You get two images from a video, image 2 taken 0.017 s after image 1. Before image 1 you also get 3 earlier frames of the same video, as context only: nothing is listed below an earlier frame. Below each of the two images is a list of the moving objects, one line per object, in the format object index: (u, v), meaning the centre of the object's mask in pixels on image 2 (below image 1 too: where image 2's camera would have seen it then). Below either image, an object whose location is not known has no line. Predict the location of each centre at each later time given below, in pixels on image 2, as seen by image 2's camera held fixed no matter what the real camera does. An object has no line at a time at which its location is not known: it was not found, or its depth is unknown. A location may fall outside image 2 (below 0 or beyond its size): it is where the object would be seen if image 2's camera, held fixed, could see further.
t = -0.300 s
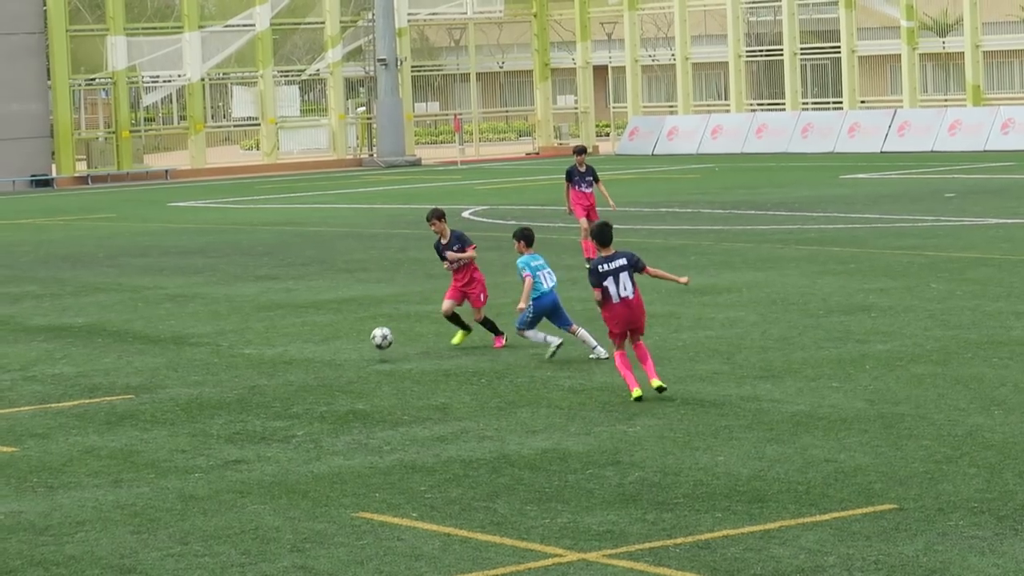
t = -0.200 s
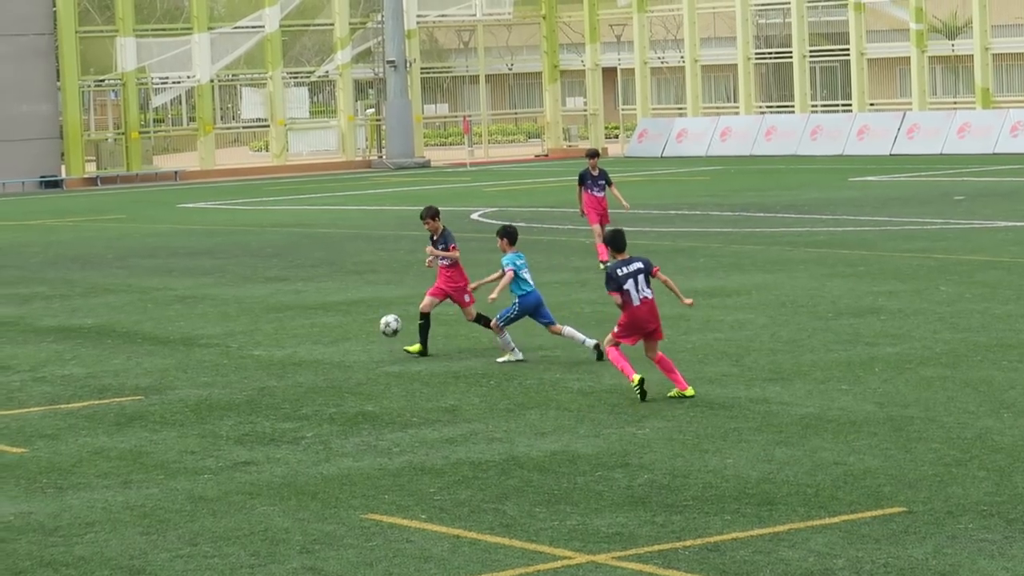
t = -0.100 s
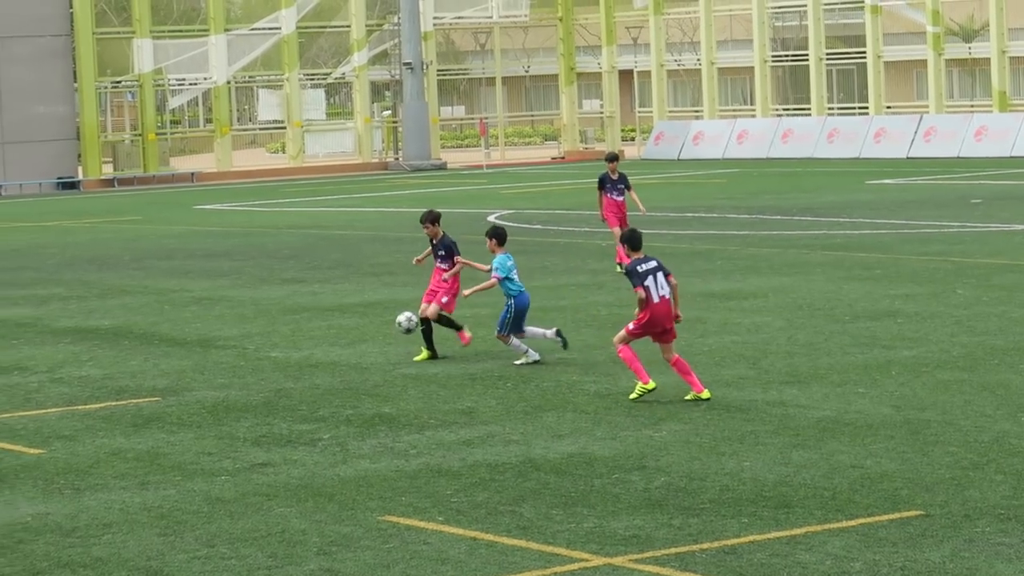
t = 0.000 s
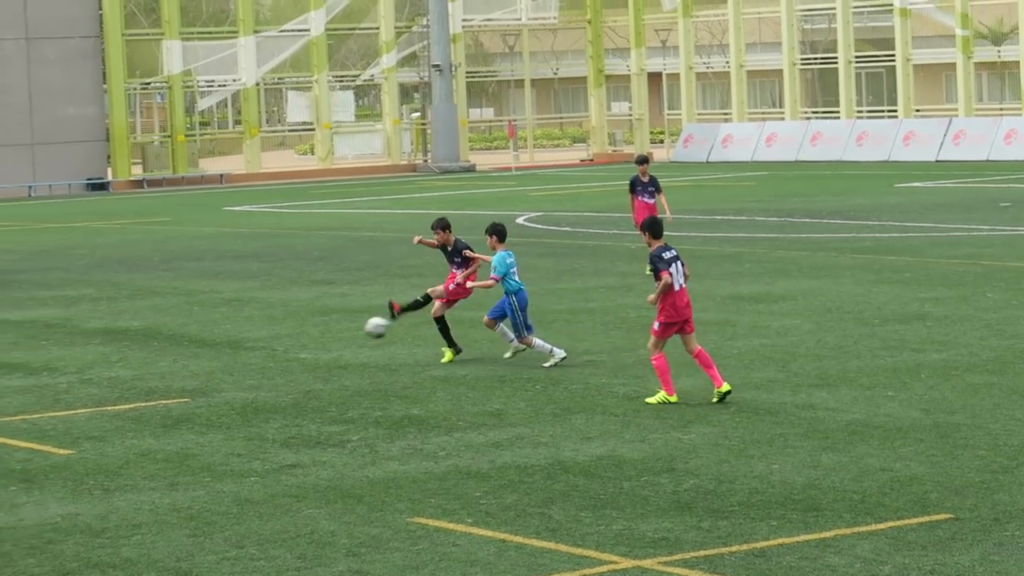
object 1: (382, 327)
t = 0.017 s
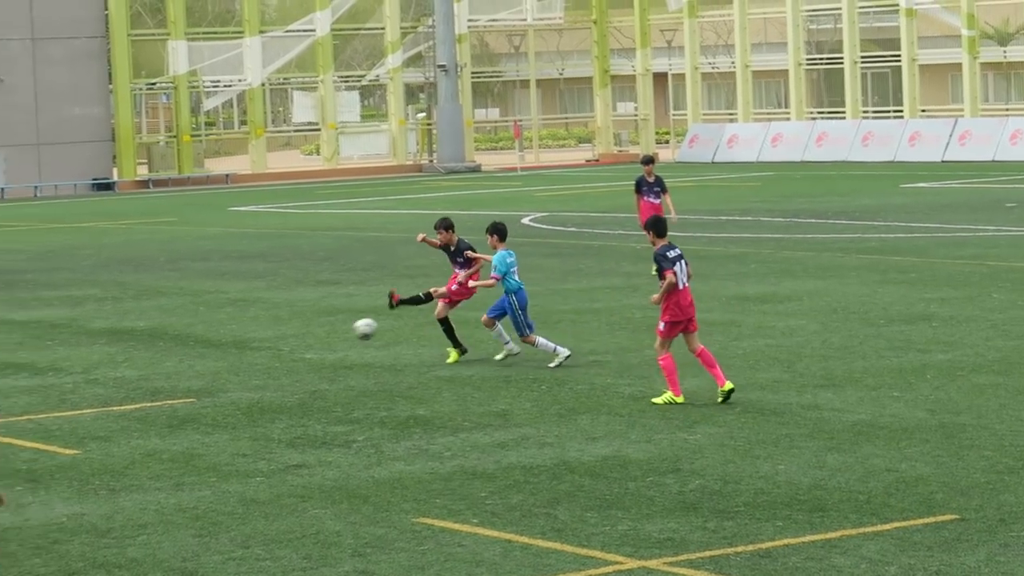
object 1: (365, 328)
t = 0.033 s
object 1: (347, 330)
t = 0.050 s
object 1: (330, 332)
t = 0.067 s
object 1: (313, 334)
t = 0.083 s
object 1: (296, 337)
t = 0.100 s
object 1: (278, 340)
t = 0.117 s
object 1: (262, 342)
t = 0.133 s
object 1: (245, 346)
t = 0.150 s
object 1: (229, 350)
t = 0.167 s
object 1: (212, 354)
